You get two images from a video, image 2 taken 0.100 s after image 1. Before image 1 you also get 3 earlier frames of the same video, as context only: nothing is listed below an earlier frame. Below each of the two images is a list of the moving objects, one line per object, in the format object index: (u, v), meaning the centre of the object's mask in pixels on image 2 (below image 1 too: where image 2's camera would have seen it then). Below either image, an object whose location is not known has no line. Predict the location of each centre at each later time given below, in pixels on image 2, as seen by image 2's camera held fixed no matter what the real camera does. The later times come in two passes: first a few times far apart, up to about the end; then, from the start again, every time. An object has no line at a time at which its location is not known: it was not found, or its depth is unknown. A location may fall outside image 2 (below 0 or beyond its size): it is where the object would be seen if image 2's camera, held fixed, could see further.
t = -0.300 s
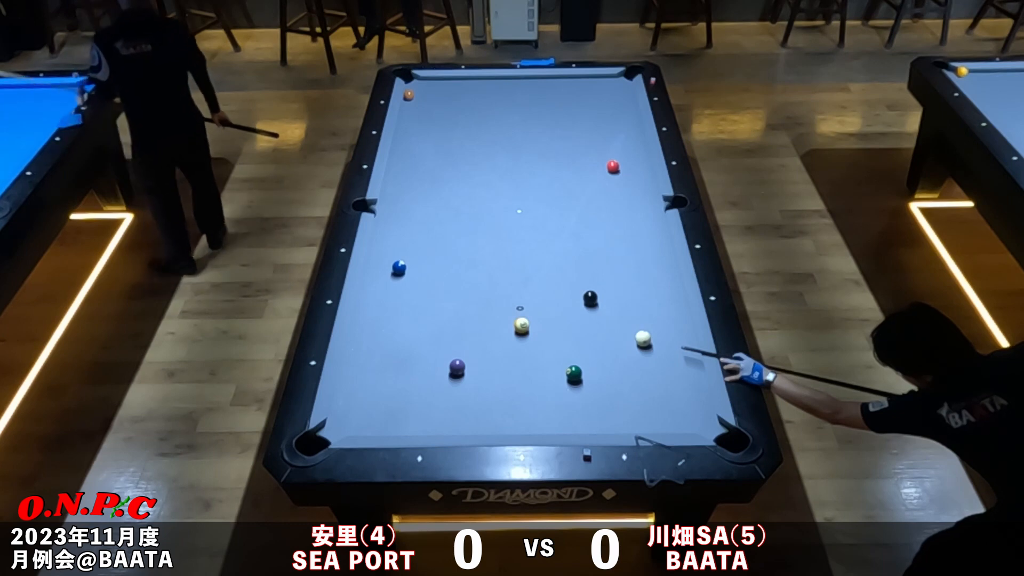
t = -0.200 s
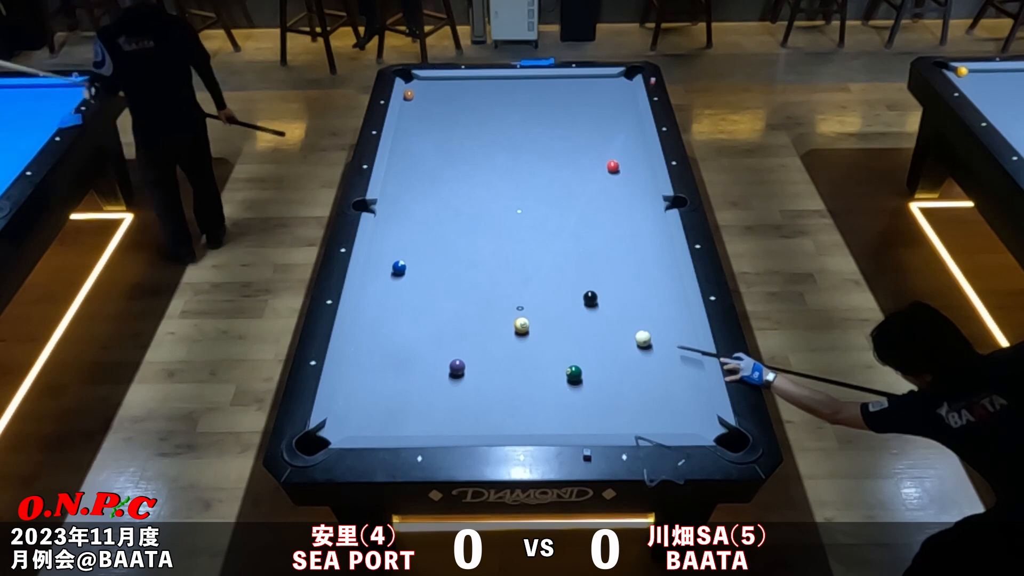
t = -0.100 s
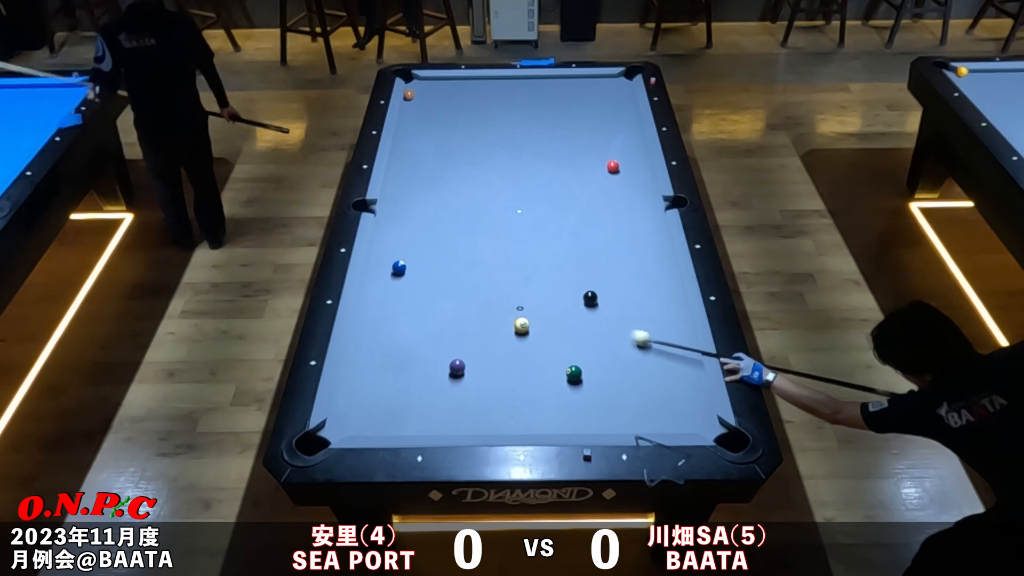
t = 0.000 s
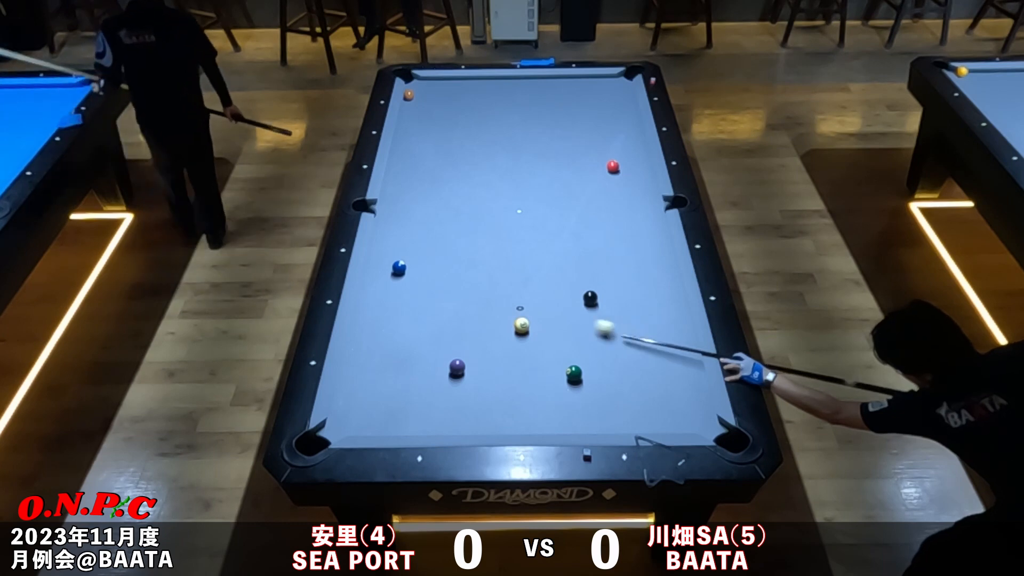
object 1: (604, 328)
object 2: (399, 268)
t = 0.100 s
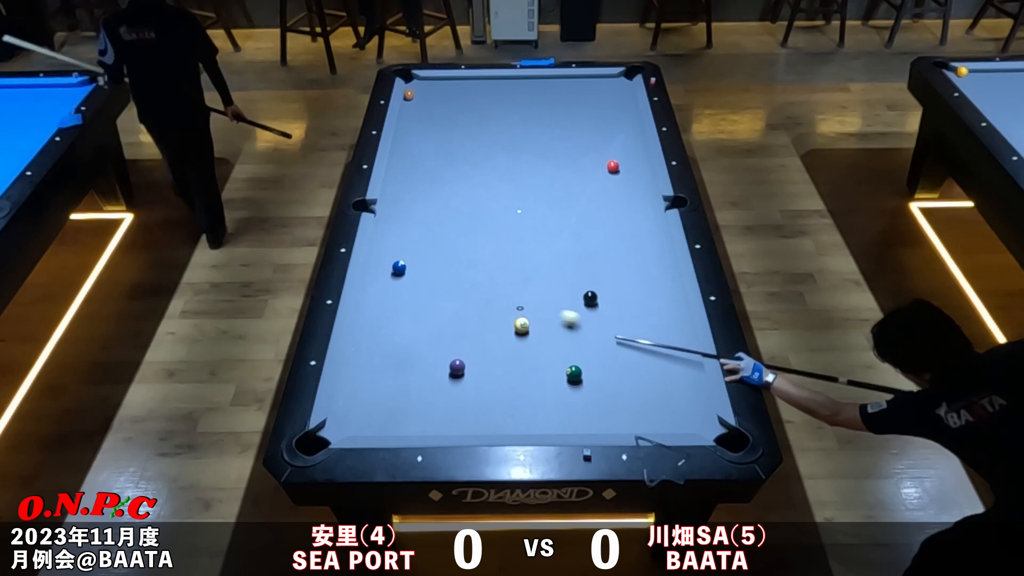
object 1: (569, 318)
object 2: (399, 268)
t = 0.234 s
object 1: (525, 305)
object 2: (399, 268)
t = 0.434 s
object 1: (463, 289)
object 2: (399, 268)
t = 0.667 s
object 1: (402, 277)
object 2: (392, 263)
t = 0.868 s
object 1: (373, 283)
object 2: (376, 246)
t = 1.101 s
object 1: (379, 293)
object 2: (393, 234)
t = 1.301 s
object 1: (394, 301)
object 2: (406, 225)
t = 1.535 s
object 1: (411, 310)
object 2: (420, 215)
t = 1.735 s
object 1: (426, 318)
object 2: (431, 207)
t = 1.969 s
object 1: (442, 326)
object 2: (444, 198)
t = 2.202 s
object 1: (457, 335)
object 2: (455, 190)
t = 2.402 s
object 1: (470, 341)
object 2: (463, 184)
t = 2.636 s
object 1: (484, 349)
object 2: (472, 177)
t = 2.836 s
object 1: (495, 355)
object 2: (479, 172)
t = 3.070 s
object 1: (508, 362)
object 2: (487, 167)
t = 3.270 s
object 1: (518, 368)
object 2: (493, 162)
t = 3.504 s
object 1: (528, 373)
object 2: (500, 158)
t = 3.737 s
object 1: (538, 379)
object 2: (505, 154)
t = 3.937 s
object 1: (545, 383)
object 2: (510, 151)
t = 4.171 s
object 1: (553, 388)
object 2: (514, 148)
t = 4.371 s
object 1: (558, 391)
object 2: (517, 146)
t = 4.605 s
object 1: (564, 394)
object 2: (521, 144)
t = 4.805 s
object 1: (568, 397)
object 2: (523, 142)
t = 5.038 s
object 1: (572, 399)
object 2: (525, 141)
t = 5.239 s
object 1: (574, 400)
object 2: (527, 140)
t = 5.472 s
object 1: (575, 401)
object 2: (528, 140)
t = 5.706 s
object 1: (576, 402)
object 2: (528, 140)
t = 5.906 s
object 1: (576, 402)
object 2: (528, 140)
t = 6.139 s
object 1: (576, 402)
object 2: (528, 140)
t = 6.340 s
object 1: (576, 402)
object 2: (528, 140)
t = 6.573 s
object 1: (576, 402)
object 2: (528, 140)
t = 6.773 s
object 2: (528, 140)
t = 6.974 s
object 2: (528, 140)
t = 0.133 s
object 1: (558, 315)
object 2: (399, 268)
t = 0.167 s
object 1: (547, 312)
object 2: (399, 268)
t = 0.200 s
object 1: (536, 309)
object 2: (399, 268)
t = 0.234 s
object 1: (525, 305)
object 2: (399, 268)
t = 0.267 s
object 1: (515, 303)
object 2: (399, 268)
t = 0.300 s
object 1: (504, 300)
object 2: (399, 268)
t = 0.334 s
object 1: (493, 297)
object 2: (399, 268)
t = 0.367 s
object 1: (483, 294)
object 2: (399, 268)
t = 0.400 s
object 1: (473, 291)
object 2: (399, 268)
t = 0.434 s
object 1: (463, 289)
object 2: (399, 268)
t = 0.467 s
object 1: (453, 286)
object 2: (399, 268)
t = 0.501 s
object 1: (443, 283)
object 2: (399, 268)
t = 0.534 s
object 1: (433, 281)
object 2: (399, 268)
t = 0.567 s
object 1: (423, 279)
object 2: (399, 268)
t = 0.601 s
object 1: (414, 276)
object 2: (399, 268)
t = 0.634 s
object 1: (406, 275)
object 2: (396, 266)
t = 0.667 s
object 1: (402, 277)
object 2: (392, 263)
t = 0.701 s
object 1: (398, 278)
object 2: (387, 259)
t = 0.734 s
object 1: (393, 280)
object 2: (384, 256)
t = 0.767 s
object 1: (388, 280)
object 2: (380, 253)
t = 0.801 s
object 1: (383, 281)
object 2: (377, 251)
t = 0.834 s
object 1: (377, 282)
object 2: (374, 248)
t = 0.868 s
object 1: (373, 283)
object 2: (376, 246)
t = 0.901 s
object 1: (367, 284)
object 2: (378, 245)
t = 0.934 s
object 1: (366, 286)
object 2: (381, 242)
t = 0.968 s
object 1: (369, 287)
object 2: (383, 241)
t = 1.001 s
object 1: (371, 288)
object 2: (386, 239)
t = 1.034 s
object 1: (374, 290)
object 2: (388, 237)
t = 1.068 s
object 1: (376, 291)
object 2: (390, 236)
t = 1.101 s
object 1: (379, 293)
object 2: (393, 234)
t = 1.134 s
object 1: (382, 294)
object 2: (395, 233)
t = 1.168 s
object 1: (384, 295)
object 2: (397, 231)
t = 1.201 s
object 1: (387, 297)
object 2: (399, 230)
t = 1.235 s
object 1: (389, 298)
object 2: (402, 228)
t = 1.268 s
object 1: (392, 299)
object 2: (404, 226)
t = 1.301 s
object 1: (394, 301)
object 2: (406, 225)
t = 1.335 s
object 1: (397, 302)
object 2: (408, 223)
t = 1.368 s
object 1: (399, 303)
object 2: (410, 222)
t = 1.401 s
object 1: (402, 305)
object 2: (412, 220)
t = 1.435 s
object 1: (404, 306)
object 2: (414, 219)
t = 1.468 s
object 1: (406, 307)
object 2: (416, 217)
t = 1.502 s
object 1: (409, 308)
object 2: (418, 216)
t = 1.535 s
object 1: (411, 310)
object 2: (420, 215)
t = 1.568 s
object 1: (414, 311)
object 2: (422, 213)
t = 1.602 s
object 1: (416, 312)
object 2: (424, 212)
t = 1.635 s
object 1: (419, 313)
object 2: (426, 210)
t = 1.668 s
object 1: (421, 315)
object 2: (428, 209)
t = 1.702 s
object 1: (423, 316)
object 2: (430, 208)
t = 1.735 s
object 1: (426, 318)
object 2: (431, 207)
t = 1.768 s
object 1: (428, 319)
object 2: (433, 205)
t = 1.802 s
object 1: (430, 320)
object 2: (435, 204)
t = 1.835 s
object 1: (432, 321)
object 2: (437, 203)
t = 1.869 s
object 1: (435, 322)
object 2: (439, 202)
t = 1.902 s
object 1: (437, 324)
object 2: (440, 200)
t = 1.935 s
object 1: (439, 325)
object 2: (442, 199)
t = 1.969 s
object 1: (442, 326)
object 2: (444, 198)
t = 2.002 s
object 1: (444, 327)
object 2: (445, 197)
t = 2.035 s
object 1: (446, 328)
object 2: (447, 195)
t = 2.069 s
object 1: (448, 330)
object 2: (448, 194)
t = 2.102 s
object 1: (451, 331)
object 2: (450, 193)
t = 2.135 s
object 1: (453, 332)
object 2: (452, 192)
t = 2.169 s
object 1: (455, 333)
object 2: (453, 191)
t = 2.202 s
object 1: (457, 335)
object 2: (455, 190)
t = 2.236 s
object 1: (459, 336)
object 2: (456, 189)
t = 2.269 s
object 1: (461, 337)
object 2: (458, 188)
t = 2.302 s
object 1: (464, 338)
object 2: (459, 187)
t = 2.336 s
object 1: (466, 339)
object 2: (461, 186)
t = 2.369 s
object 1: (468, 340)
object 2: (462, 185)
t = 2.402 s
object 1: (470, 341)
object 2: (463, 184)
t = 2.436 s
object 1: (472, 343)
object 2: (465, 183)
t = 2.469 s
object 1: (474, 344)
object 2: (466, 182)
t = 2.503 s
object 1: (476, 345)
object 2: (467, 181)
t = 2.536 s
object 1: (478, 346)
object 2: (468, 180)
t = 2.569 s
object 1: (480, 347)
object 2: (470, 179)
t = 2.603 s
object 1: (482, 348)
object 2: (471, 178)
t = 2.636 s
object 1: (484, 349)
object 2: (472, 177)
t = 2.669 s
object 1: (486, 350)
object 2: (474, 176)
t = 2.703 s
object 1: (488, 351)
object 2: (475, 175)
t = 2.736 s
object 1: (490, 352)
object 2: (476, 175)
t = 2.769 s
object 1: (491, 353)
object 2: (477, 174)
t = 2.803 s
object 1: (493, 354)
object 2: (478, 173)
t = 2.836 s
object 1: (495, 355)
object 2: (479, 172)
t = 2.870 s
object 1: (497, 356)
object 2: (480, 171)
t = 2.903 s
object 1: (499, 357)
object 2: (482, 171)
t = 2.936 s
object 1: (501, 358)
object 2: (483, 170)
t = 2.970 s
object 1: (503, 359)
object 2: (484, 169)
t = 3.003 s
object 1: (504, 360)
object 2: (485, 168)
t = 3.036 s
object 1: (506, 361)
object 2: (486, 167)
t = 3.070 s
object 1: (508, 362)
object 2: (487, 167)
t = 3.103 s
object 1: (509, 363)
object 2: (488, 166)
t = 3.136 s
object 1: (511, 364)
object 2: (489, 165)
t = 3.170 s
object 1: (513, 365)
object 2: (490, 164)
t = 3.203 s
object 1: (514, 366)
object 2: (491, 164)
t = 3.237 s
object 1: (516, 367)
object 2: (492, 163)
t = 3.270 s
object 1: (518, 368)
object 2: (493, 162)
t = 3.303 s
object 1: (519, 368)
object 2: (494, 162)
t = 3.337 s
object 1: (521, 369)
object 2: (495, 161)
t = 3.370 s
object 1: (522, 370)
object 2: (496, 161)
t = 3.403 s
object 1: (524, 371)
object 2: (497, 160)
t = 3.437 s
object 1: (525, 372)
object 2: (498, 159)
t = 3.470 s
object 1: (527, 372)
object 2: (499, 159)
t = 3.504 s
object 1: (528, 373)
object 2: (500, 158)
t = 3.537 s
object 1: (530, 374)
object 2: (500, 157)
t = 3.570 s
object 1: (531, 375)
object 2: (501, 157)
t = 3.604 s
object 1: (533, 376)
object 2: (502, 156)
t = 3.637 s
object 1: (534, 376)
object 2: (503, 156)
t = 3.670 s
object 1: (535, 378)
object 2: (504, 155)
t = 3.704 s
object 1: (536, 378)
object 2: (504, 155)
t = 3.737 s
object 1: (538, 379)
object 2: (505, 154)
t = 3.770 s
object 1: (539, 380)
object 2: (506, 154)
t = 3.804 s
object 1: (540, 381)
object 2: (507, 153)
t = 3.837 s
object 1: (542, 381)
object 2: (508, 152)
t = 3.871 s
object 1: (543, 382)
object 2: (508, 152)
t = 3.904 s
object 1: (544, 383)
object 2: (509, 152)
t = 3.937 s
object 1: (545, 383)
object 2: (510, 151)
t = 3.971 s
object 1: (546, 384)
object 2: (510, 151)
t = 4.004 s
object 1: (547, 385)
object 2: (511, 150)
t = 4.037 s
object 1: (548, 385)
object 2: (512, 150)
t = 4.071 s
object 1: (550, 386)
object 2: (512, 149)
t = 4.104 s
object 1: (551, 387)
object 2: (513, 149)
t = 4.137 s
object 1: (552, 387)
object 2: (514, 149)
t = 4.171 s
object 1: (553, 388)
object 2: (514, 148)
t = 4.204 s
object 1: (554, 389)
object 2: (515, 148)
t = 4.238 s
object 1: (555, 389)
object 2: (515, 147)
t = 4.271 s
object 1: (556, 390)
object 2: (516, 147)
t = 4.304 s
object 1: (557, 390)
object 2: (516, 147)
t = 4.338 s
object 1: (558, 391)
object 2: (517, 146)
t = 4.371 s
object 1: (558, 391)
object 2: (517, 146)
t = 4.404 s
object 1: (559, 392)
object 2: (518, 146)
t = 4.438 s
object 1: (560, 392)
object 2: (518, 145)
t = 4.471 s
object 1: (561, 393)
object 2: (519, 145)
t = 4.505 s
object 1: (562, 393)
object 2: (519, 145)
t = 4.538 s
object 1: (563, 394)
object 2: (520, 144)
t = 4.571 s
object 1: (563, 394)
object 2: (520, 144)
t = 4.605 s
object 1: (564, 394)
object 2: (521, 144)
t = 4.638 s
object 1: (565, 395)
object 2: (521, 144)
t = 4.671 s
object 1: (565, 395)
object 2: (522, 143)
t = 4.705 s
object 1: (566, 396)
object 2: (522, 143)
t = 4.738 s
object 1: (567, 396)
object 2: (523, 143)
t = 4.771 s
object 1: (567, 397)
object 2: (523, 142)
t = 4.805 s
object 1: (568, 397)
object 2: (523, 142)
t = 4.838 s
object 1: (569, 397)
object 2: (524, 142)
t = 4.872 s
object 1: (569, 398)
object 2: (524, 142)
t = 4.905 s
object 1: (570, 398)
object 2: (524, 142)
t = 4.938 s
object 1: (570, 399)
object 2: (525, 142)
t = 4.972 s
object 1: (571, 399)
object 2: (525, 141)
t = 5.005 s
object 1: (571, 399)
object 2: (525, 141)
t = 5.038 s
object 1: (572, 399)
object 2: (525, 141)
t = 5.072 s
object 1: (572, 400)
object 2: (526, 141)
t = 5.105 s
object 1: (573, 400)
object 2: (526, 141)
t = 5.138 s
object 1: (573, 400)
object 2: (526, 141)
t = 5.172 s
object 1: (573, 400)
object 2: (526, 141)
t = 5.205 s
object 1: (574, 400)
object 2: (526, 141)
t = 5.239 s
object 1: (574, 400)
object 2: (527, 140)
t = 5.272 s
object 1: (574, 400)
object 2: (527, 140)
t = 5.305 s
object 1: (574, 401)
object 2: (527, 140)
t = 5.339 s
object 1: (575, 401)
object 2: (527, 140)
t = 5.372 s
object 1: (575, 401)
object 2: (527, 140)
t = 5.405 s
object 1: (575, 401)
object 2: (528, 140)
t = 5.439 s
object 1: (575, 401)
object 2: (528, 140)
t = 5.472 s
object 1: (575, 401)
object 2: (528, 140)
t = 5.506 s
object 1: (575, 401)
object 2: (528, 140)
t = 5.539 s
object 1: (575, 401)
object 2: (528, 140)
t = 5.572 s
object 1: (576, 401)
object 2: (528, 140)
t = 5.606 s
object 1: (576, 401)
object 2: (528, 140)
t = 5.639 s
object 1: (576, 402)
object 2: (528, 140)
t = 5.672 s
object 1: (576, 402)
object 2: (528, 140)
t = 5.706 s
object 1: (576, 402)
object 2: (528, 140)
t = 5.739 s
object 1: (576, 402)
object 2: (528, 140)
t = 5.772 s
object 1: (576, 402)
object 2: (528, 140)
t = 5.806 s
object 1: (576, 402)
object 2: (528, 140)
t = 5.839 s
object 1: (576, 402)
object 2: (528, 140)
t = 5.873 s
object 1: (576, 402)
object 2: (528, 140)
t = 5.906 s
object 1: (576, 402)
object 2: (528, 140)
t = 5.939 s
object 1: (576, 402)
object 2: (528, 140)
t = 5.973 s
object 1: (576, 402)
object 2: (528, 140)
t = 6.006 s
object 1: (576, 402)
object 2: (528, 140)
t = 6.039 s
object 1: (576, 402)
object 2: (528, 140)
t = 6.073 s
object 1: (576, 402)
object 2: (528, 140)
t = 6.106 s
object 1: (576, 402)
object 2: (528, 140)
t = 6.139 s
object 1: (576, 402)
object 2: (528, 140)
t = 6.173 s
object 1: (576, 402)
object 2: (528, 140)
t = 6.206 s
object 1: (576, 402)
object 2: (528, 140)
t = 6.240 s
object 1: (576, 402)
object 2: (528, 140)
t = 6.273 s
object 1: (576, 402)
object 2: (528, 140)
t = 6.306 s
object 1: (576, 402)
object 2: (528, 140)
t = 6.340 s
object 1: (576, 402)
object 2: (528, 140)
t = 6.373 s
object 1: (576, 402)
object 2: (528, 140)
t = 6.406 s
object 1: (576, 402)
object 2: (528, 140)
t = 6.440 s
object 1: (576, 402)
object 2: (528, 140)
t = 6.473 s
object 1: (576, 402)
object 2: (528, 140)
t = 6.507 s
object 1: (576, 402)
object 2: (528, 140)
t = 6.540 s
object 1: (576, 402)
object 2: (528, 140)
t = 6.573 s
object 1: (576, 402)
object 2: (528, 140)
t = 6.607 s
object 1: (576, 402)
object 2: (528, 140)
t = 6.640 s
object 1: (576, 402)
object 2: (528, 140)
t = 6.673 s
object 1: (576, 402)
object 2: (528, 140)
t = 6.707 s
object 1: (576, 401)
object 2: (528, 140)
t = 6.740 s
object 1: (576, 397)
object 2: (528, 140)
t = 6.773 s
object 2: (528, 140)
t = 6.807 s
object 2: (528, 140)
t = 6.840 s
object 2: (528, 140)
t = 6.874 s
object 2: (528, 140)
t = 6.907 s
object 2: (528, 140)
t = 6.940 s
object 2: (528, 140)
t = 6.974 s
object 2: (528, 140)
